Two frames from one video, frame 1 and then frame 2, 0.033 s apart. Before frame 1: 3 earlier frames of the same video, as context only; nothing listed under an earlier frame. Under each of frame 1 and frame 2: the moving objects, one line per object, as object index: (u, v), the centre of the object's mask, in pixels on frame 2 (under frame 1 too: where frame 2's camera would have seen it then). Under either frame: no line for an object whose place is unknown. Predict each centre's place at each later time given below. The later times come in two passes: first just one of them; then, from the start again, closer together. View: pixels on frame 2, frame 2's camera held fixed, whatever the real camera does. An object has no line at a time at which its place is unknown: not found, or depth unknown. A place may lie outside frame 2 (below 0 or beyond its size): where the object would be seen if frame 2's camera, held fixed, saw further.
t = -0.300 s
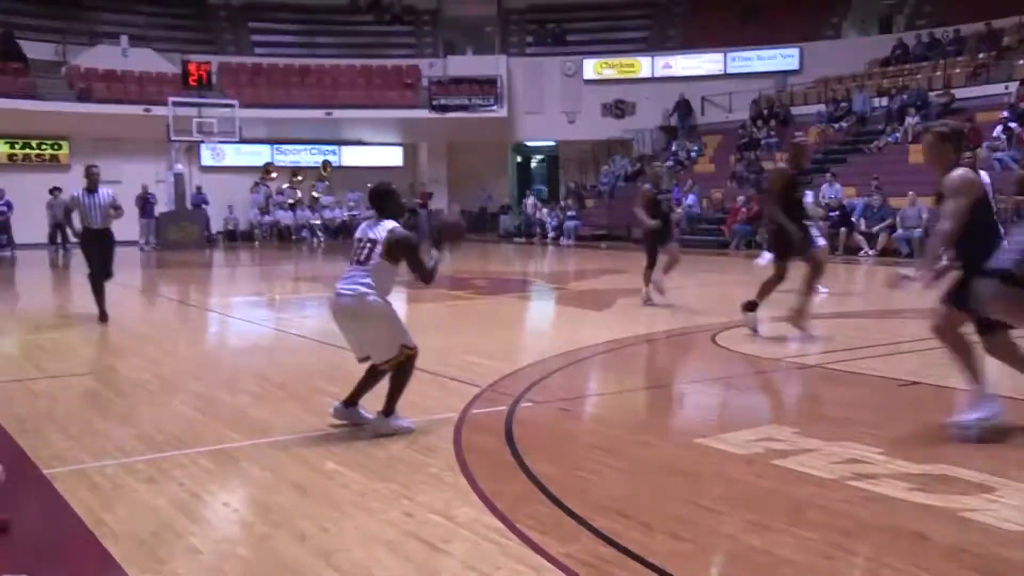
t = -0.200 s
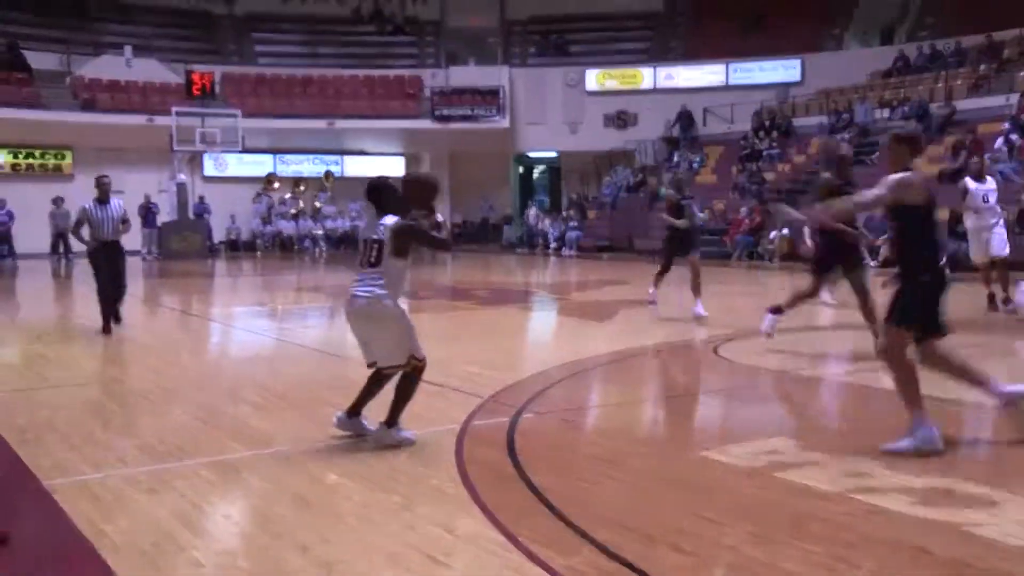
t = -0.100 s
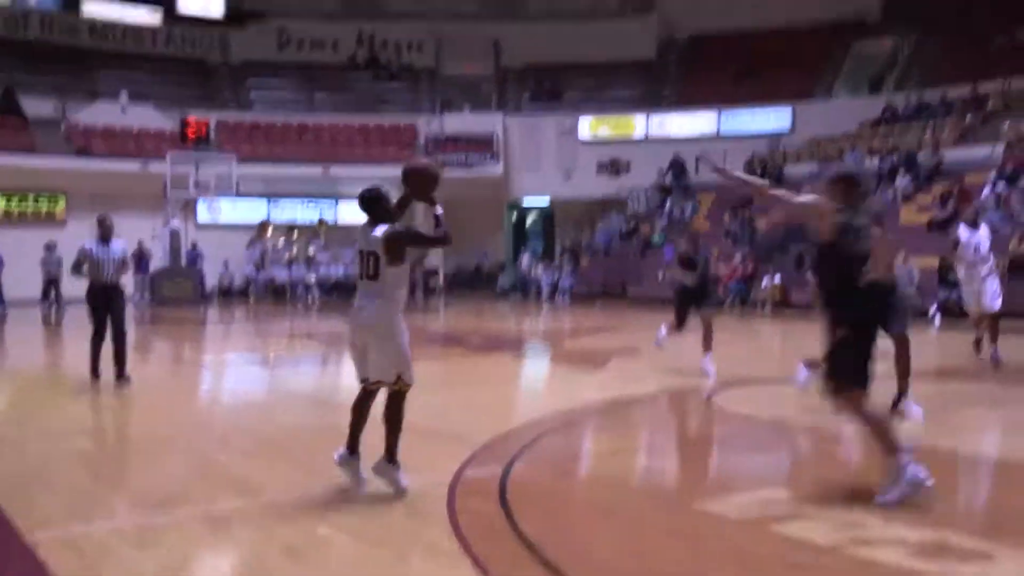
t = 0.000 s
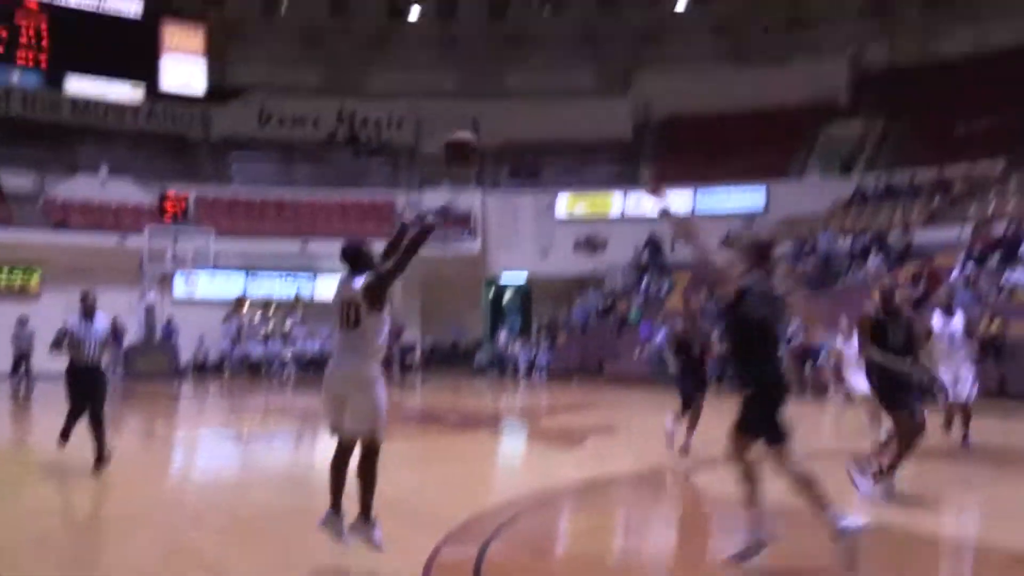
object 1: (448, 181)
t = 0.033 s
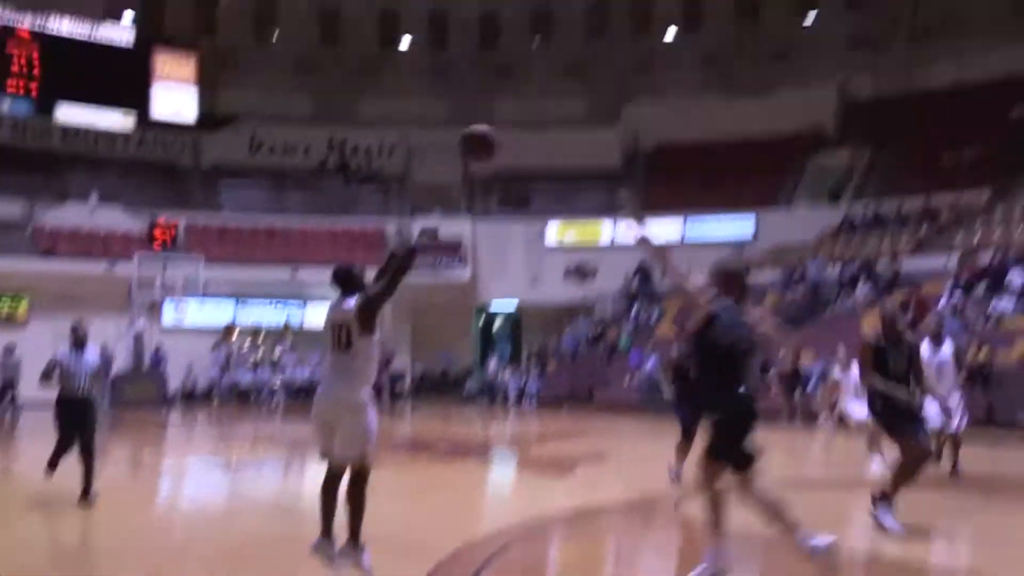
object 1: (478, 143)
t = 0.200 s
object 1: (618, -9)
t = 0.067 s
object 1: (509, 105)
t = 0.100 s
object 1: (537, 74)
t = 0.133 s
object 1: (564, 44)
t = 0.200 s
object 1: (618, -9)
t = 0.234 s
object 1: (648, -29)
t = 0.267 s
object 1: (675, -50)
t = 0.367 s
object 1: (754, -104)
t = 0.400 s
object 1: (779, -118)
